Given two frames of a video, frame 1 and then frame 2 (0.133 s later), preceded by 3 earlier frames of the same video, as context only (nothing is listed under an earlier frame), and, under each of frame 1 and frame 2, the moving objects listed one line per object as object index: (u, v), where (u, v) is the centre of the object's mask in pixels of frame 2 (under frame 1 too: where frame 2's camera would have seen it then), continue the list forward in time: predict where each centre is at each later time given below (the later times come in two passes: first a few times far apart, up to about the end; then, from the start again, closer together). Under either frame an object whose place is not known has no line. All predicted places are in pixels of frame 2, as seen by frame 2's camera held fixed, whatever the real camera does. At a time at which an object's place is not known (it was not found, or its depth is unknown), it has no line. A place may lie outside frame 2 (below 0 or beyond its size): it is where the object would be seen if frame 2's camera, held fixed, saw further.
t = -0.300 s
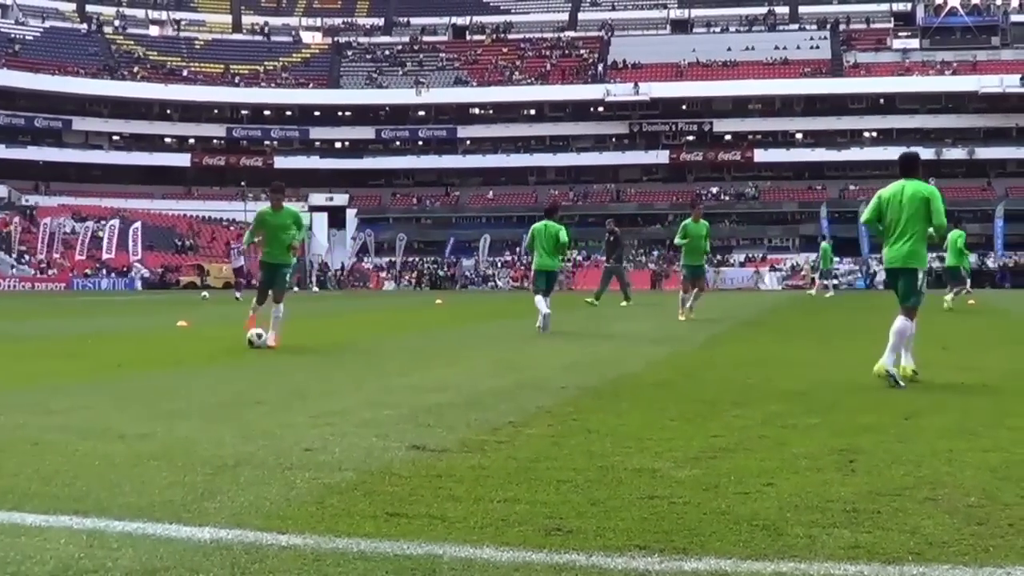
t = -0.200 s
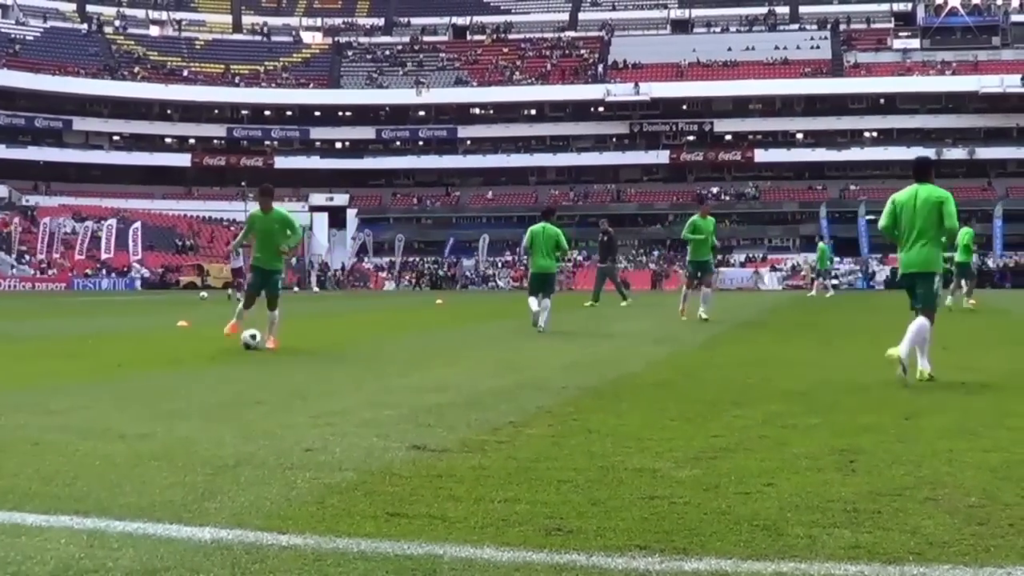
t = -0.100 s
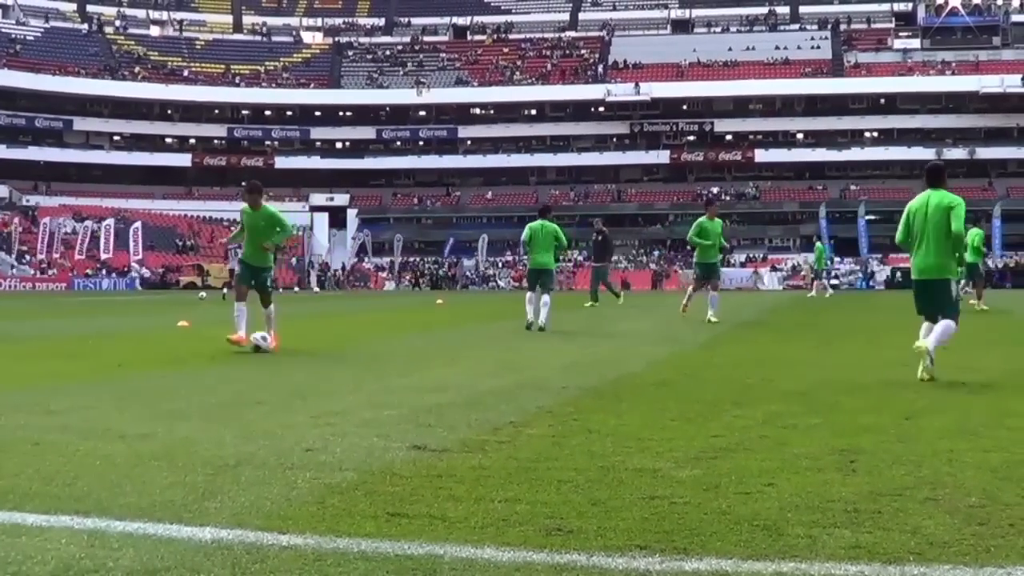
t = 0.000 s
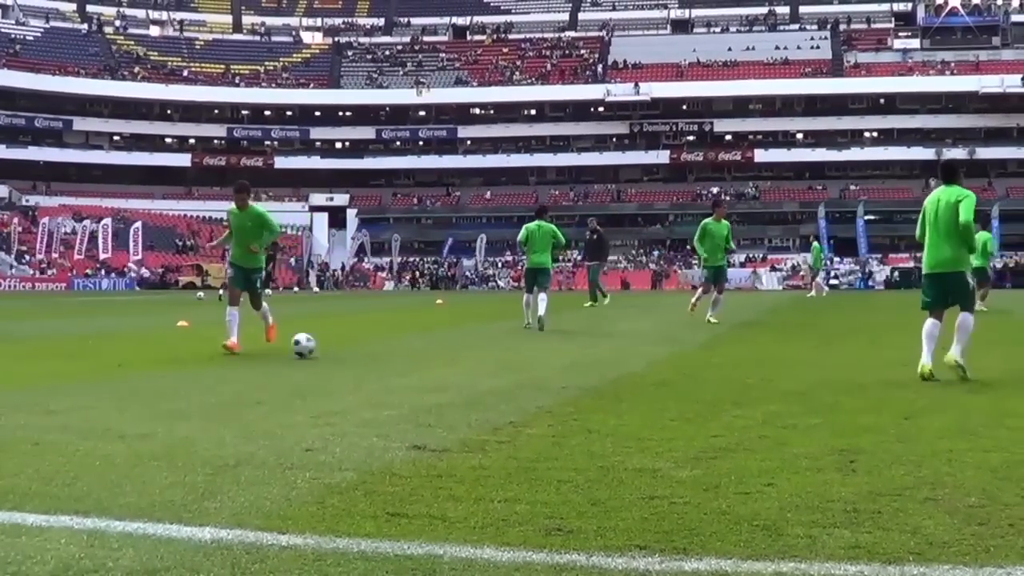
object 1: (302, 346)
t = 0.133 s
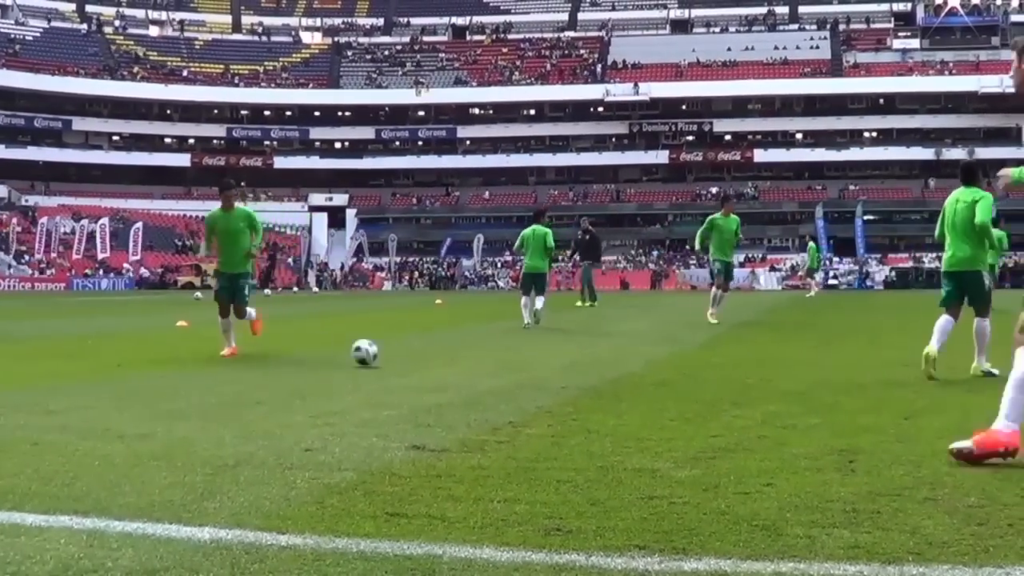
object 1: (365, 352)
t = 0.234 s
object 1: (414, 359)
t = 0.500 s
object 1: (553, 375)
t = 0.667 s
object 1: (658, 384)
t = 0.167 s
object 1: (381, 355)
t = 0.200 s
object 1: (398, 358)
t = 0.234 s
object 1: (414, 359)
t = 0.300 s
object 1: (447, 361)
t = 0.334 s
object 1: (465, 364)
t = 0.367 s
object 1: (481, 366)
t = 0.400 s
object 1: (498, 367)
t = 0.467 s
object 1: (535, 374)
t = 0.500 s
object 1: (553, 375)
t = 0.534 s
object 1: (573, 377)
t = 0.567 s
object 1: (594, 380)
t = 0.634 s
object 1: (636, 384)
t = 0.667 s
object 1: (658, 384)
